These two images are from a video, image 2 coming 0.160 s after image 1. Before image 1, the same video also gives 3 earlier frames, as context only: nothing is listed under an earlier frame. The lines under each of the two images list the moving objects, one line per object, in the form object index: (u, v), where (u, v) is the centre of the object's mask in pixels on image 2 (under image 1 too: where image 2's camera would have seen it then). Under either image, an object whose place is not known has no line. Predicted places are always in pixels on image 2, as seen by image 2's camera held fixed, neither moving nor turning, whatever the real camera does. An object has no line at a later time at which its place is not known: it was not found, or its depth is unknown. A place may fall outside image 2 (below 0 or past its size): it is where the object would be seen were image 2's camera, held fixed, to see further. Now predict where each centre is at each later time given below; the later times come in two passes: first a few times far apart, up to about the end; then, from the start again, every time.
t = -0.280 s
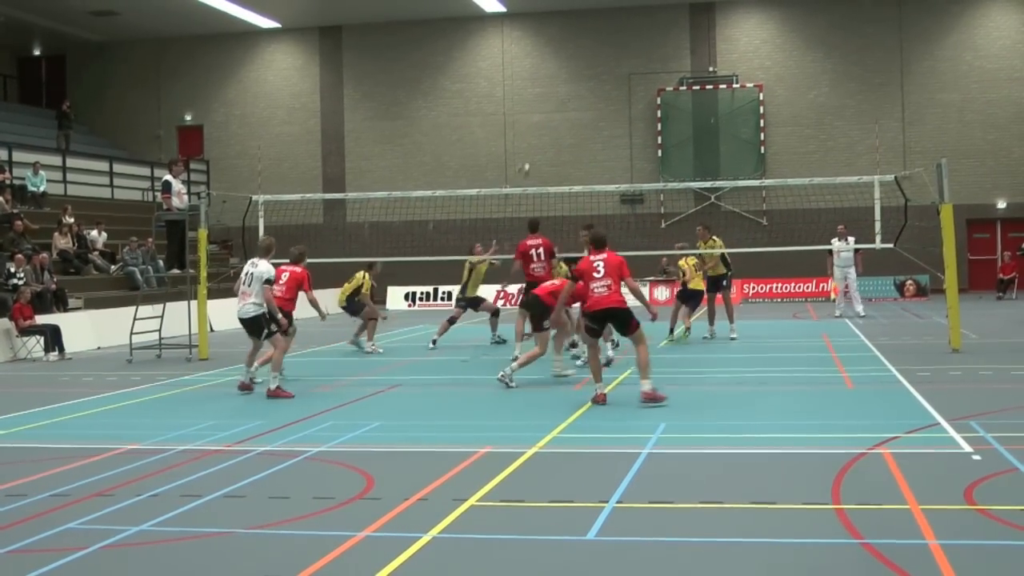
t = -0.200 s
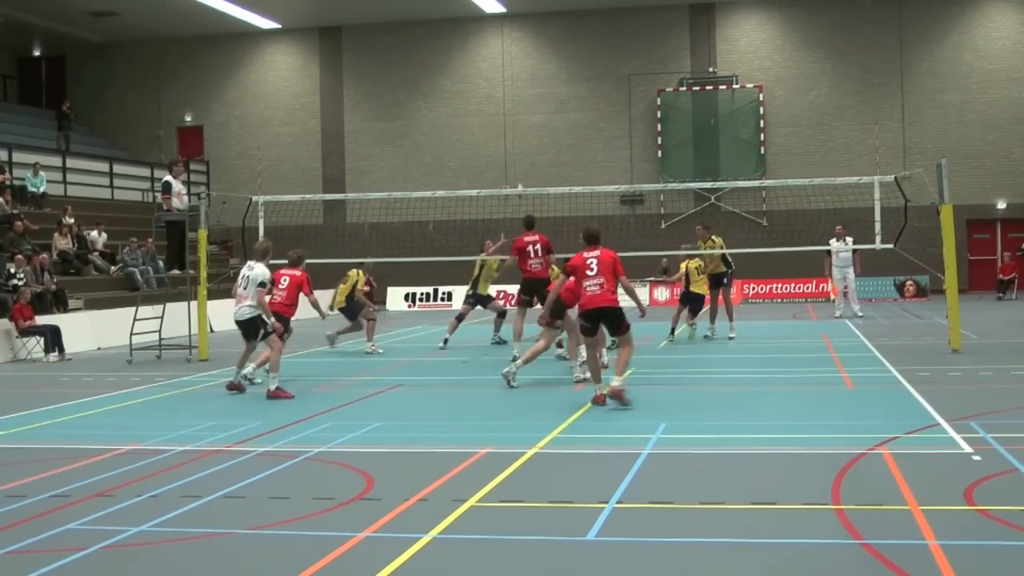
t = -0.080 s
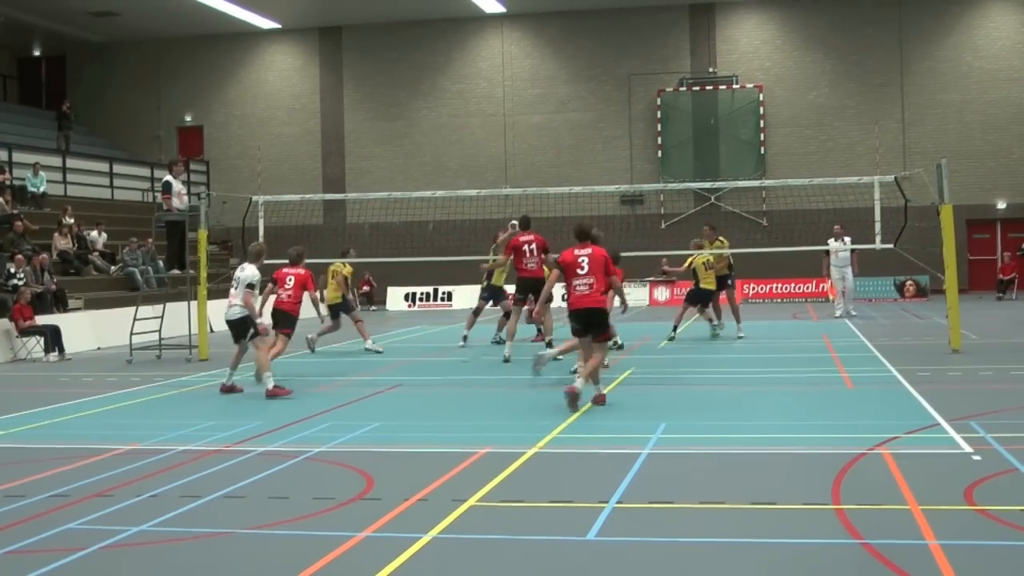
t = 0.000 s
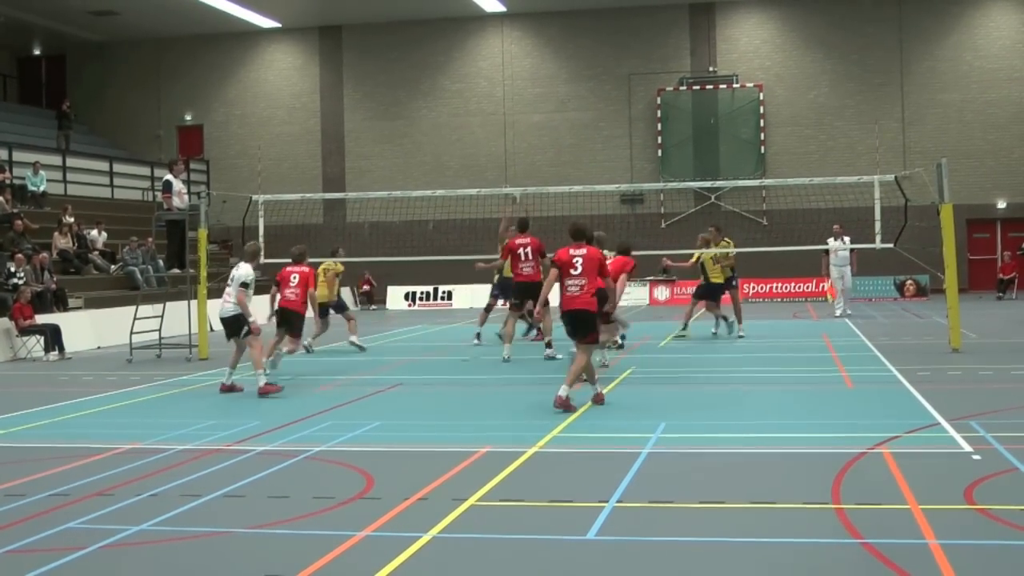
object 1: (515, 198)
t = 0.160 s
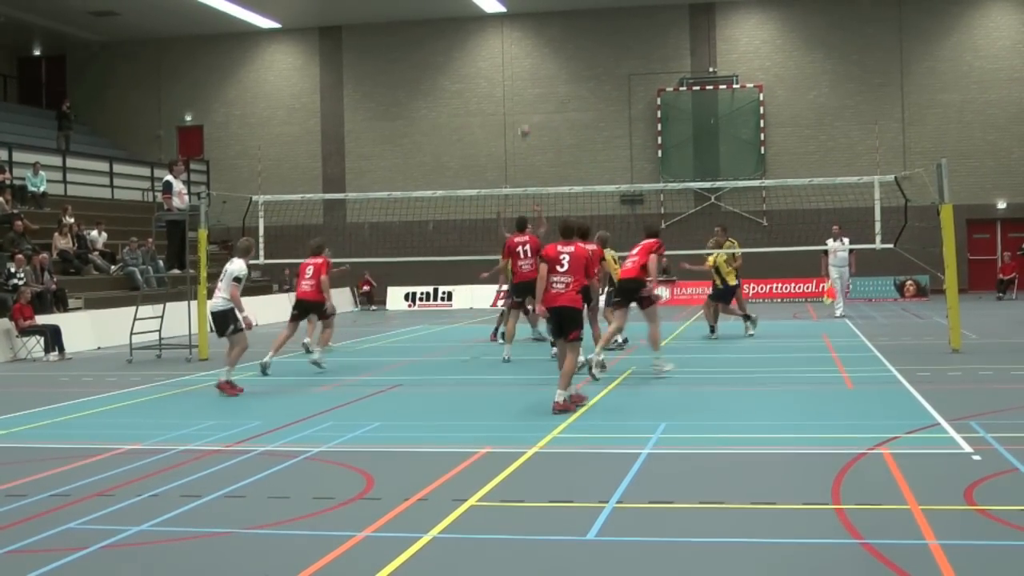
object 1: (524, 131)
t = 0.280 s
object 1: (529, 93)
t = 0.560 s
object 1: (542, 42)
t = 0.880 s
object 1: (557, 38)
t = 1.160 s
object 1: (572, 83)
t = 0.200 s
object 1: (526, 117)
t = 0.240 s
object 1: (527, 104)
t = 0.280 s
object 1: (529, 93)
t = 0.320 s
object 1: (530, 83)
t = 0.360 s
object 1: (532, 75)
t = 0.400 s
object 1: (534, 67)
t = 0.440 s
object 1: (536, 59)
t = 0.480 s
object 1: (538, 53)
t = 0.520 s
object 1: (540, 47)
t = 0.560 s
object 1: (542, 42)
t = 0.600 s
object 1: (543, 39)
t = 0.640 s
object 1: (545, 36)
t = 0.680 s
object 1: (547, 34)
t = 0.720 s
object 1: (549, 33)
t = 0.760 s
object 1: (551, 33)
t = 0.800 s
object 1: (553, 34)
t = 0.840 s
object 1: (555, 35)
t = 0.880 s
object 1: (557, 38)
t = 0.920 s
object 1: (559, 42)
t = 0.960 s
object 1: (561, 46)
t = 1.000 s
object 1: (563, 53)
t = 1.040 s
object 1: (565, 59)
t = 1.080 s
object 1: (567, 66)
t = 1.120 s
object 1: (570, 74)
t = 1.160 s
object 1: (572, 83)
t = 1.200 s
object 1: (575, 92)
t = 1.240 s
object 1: (576, 104)
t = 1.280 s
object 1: (578, 117)
